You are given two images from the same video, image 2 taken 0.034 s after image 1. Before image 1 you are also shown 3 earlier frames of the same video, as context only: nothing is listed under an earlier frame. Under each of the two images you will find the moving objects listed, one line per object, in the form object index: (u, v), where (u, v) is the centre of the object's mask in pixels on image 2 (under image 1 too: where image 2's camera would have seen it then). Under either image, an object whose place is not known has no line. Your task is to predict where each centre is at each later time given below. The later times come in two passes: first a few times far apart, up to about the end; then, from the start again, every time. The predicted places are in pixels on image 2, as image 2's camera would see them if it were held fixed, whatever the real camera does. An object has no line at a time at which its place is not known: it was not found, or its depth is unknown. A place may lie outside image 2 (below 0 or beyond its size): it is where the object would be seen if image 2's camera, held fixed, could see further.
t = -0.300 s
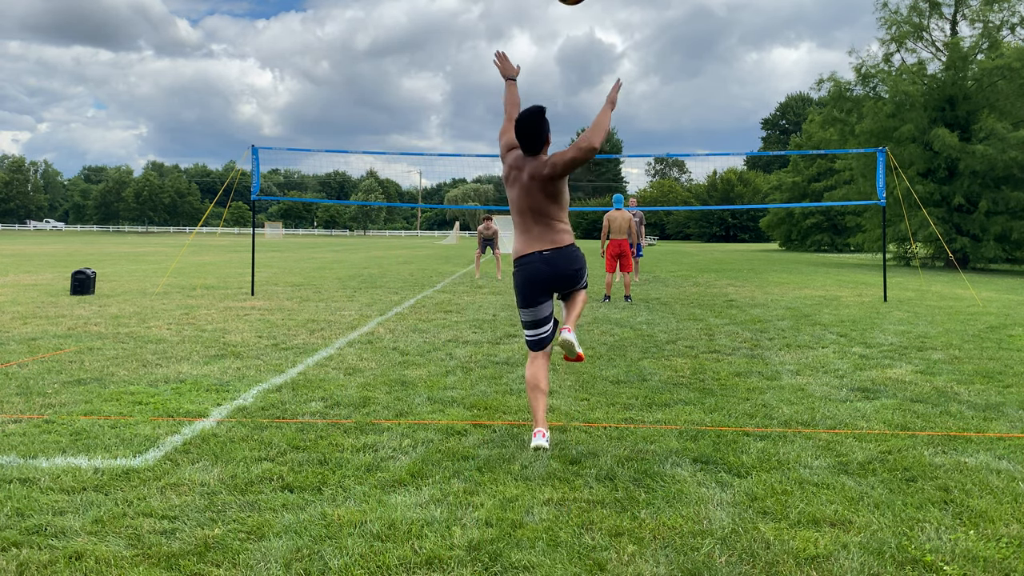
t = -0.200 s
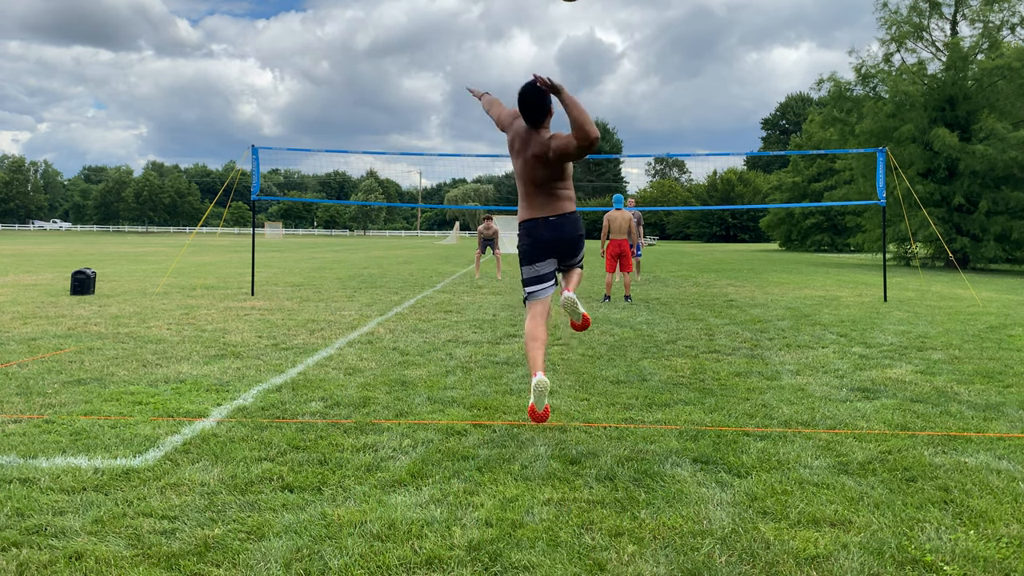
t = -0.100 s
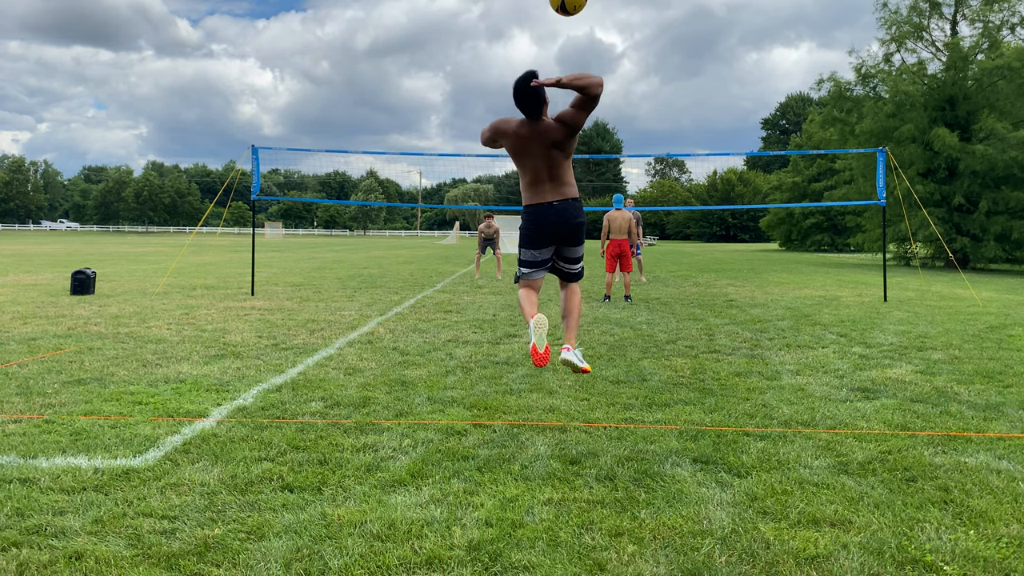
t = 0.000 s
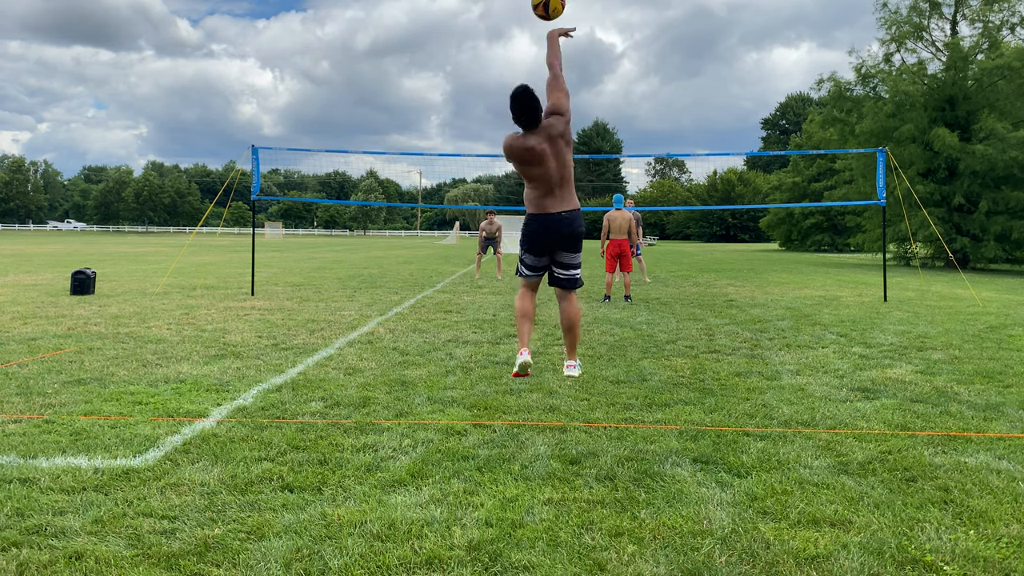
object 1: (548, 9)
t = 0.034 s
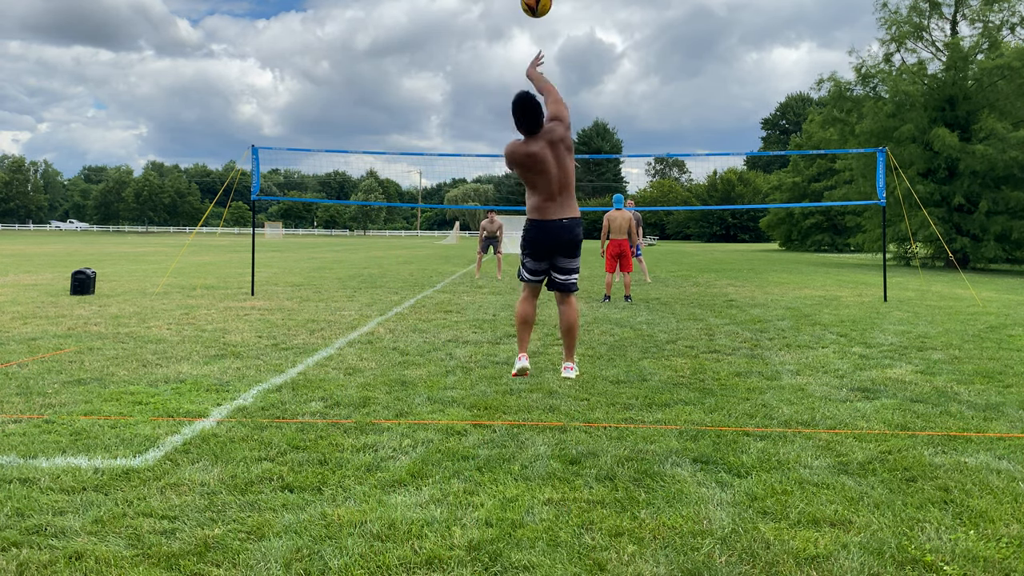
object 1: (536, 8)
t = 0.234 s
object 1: (493, 20)
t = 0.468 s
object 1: (469, 71)
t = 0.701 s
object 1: (454, 131)
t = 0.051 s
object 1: (531, 7)
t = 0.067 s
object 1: (526, 7)
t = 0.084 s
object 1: (522, 7)
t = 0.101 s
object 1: (518, 7)
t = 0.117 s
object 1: (514, 8)
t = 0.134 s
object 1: (511, 9)
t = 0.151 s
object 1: (507, 9)
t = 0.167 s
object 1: (504, 11)
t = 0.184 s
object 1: (501, 12)
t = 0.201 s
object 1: (498, 15)
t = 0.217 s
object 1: (496, 17)
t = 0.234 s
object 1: (493, 20)
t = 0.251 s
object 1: (491, 23)
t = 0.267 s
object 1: (489, 26)
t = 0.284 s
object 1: (487, 29)
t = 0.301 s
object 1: (485, 33)
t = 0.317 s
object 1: (483, 36)
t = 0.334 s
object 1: (481, 40)
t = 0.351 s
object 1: (480, 43)
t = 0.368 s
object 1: (478, 47)
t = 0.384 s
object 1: (476, 51)
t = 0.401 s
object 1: (475, 54)
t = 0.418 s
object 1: (474, 58)
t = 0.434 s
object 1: (472, 62)
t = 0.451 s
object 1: (471, 66)
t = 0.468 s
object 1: (469, 71)
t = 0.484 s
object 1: (468, 75)
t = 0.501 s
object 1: (466, 79)
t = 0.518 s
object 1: (465, 83)
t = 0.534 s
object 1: (464, 87)
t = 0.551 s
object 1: (463, 91)
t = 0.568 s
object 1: (462, 96)
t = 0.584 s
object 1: (461, 100)
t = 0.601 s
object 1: (459, 104)
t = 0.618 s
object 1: (459, 109)
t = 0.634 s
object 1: (458, 113)
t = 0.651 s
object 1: (457, 118)
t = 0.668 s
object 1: (456, 122)
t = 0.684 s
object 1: (455, 127)
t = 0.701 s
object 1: (454, 131)
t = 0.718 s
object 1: (453, 135)
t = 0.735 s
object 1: (452, 140)
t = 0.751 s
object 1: (451, 145)
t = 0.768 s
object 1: (450, 148)
